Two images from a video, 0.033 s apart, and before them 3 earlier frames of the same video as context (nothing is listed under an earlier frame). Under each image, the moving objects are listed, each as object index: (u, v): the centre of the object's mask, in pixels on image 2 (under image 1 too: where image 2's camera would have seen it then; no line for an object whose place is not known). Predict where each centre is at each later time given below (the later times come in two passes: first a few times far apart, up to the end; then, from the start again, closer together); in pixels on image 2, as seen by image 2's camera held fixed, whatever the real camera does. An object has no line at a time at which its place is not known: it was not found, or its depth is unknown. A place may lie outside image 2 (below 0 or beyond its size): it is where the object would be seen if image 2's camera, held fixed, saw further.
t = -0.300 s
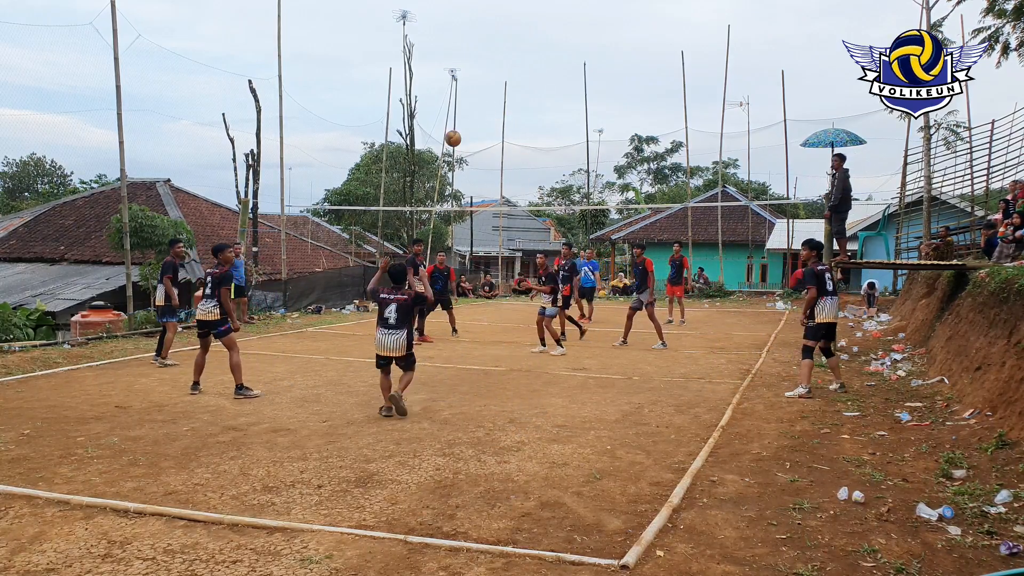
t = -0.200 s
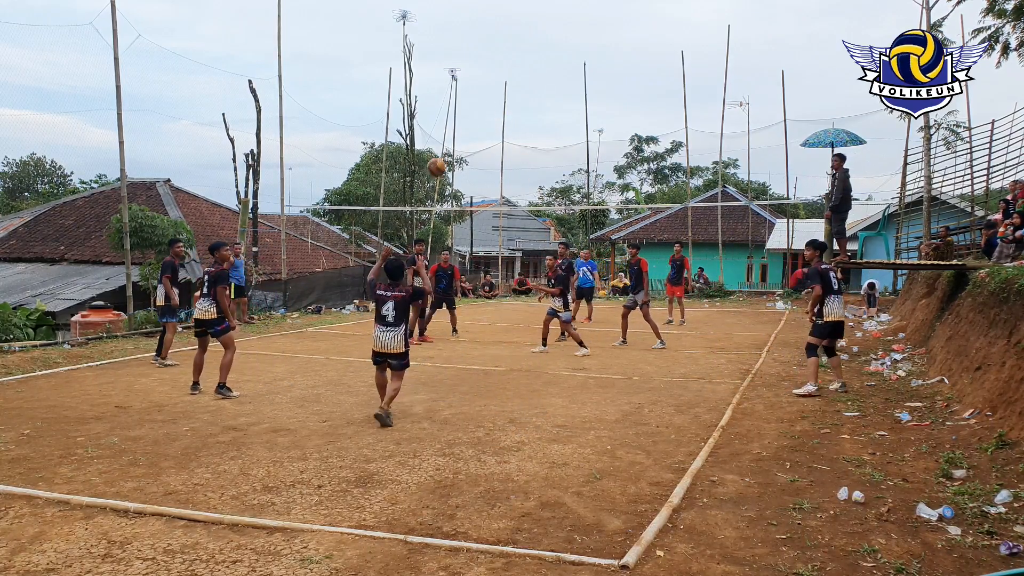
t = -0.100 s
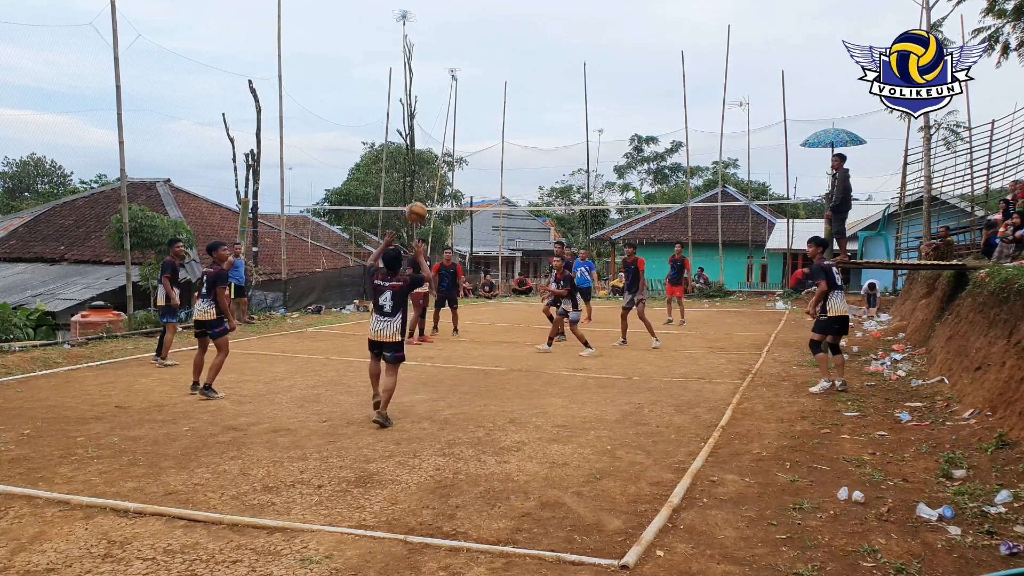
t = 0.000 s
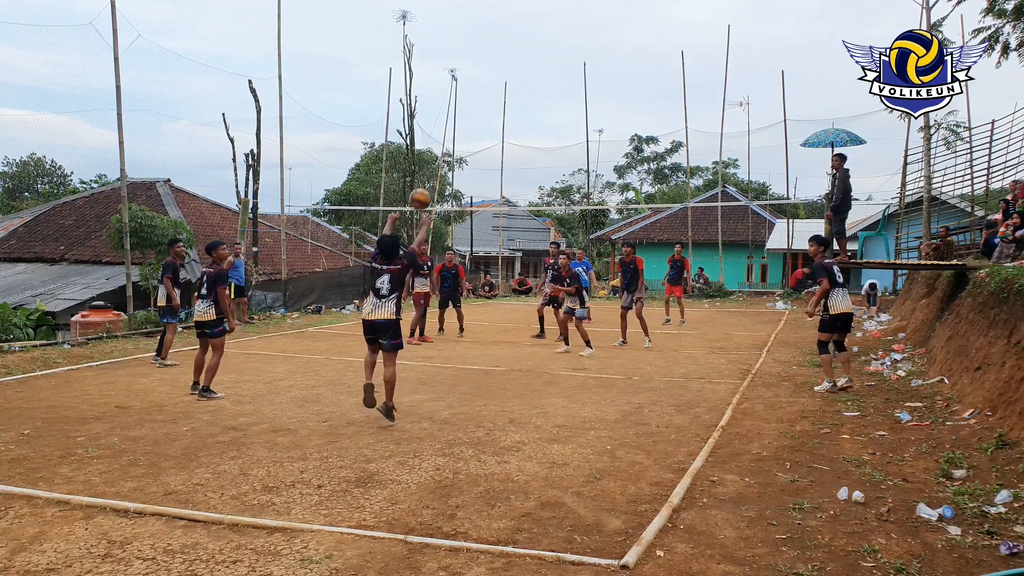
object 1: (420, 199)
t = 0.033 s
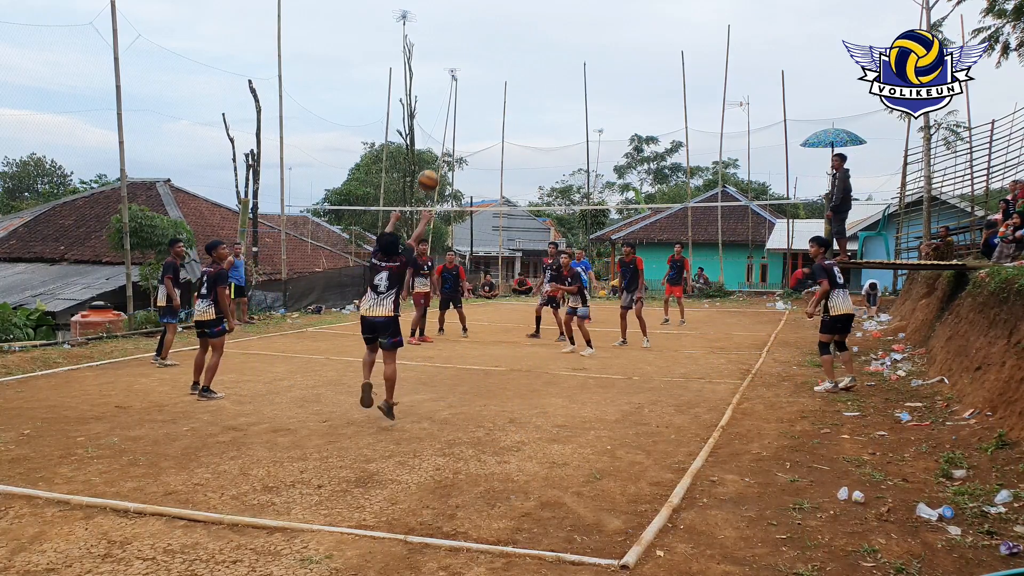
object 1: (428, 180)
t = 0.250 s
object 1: (475, 95)
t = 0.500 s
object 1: (518, 61)
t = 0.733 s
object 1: (549, 77)
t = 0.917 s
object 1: (569, 114)
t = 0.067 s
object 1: (435, 164)
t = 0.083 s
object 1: (439, 156)
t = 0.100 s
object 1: (443, 148)
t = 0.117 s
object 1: (447, 141)
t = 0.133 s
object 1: (451, 134)
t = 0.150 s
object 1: (455, 128)
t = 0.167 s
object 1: (458, 121)
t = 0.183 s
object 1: (462, 116)
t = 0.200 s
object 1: (465, 110)
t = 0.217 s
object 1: (469, 105)
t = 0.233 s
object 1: (472, 100)
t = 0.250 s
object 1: (475, 95)
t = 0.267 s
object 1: (479, 91)
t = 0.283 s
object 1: (482, 87)
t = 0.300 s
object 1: (485, 84)
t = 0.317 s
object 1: (488, 80)
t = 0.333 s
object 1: (491, 77)
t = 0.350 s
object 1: (494, 74)
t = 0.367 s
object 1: (497, 72)
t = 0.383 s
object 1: (500, 70)
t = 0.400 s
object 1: (502, 68)
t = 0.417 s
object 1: (505, 66)
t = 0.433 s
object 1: (508, 65)
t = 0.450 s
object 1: (510, 63)
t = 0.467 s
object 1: (513, 62)
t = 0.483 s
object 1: (516, 62)
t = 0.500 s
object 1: (518, 61)
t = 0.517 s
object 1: (521, 61)
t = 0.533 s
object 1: (523, 61)
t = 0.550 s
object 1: (526, 61)
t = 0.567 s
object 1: (528, 61)
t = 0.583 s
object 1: (530, 62)
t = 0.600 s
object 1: (532, 63)
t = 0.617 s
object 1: (535, 64)
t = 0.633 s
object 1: (537, 65)
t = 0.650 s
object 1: (539, 67)
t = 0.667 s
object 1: (541, 68)
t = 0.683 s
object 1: (543, 70)
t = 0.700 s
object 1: (545, 72)
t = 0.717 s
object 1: (547, 74)
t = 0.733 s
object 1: (549, 77)
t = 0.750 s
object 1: (551, 80)
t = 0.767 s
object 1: (553, 82)
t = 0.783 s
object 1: (555, 85)
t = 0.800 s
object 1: (557, 88)
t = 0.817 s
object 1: (559, 92)
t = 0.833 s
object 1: (561, 95)
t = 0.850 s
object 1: (562, 98)
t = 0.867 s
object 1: (564, 102)
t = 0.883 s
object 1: (566, 106)
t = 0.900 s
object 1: (568, 110)
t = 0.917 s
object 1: (569, 114)
